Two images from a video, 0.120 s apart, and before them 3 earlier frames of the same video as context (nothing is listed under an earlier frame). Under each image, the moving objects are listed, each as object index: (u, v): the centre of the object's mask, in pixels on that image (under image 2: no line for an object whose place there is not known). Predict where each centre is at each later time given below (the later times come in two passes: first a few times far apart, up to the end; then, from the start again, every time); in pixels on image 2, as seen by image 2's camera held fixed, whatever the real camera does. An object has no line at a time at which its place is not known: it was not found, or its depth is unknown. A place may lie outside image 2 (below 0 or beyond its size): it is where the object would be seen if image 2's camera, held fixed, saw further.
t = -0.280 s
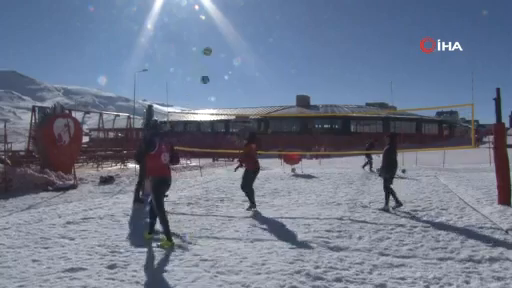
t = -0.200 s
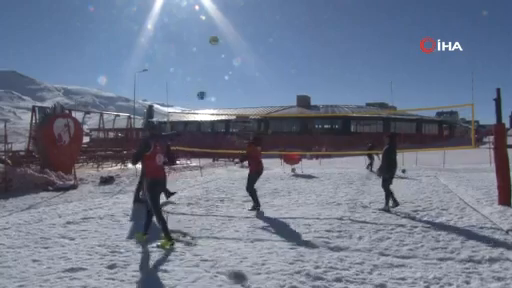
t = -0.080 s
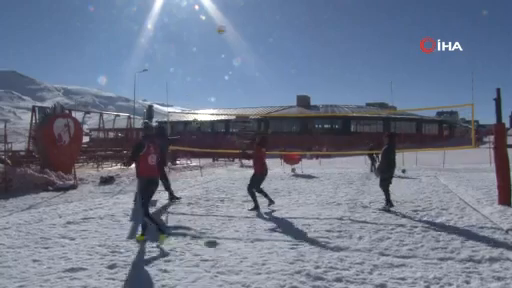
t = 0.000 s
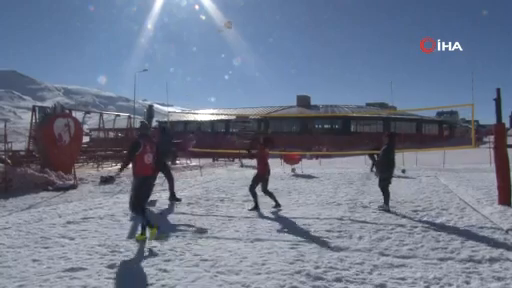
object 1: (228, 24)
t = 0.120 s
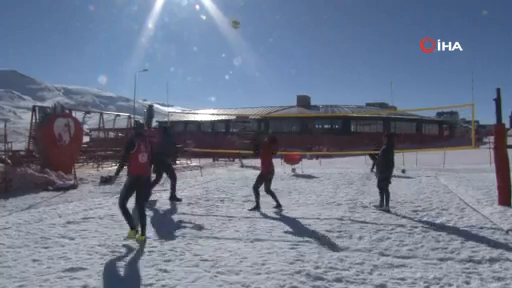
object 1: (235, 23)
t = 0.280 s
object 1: (243, 32)
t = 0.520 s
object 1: (254, 64)
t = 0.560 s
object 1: (255, 71)
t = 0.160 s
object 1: (237, 25)
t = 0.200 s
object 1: (239, 26)
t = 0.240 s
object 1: (241, 29)
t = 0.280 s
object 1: (243, 32)
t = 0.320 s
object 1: (245, 35)
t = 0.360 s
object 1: (247, 40)
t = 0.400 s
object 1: (249, 45)
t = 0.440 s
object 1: (251, 51)
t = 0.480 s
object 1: (252, 57)
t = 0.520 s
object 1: (254, 64)
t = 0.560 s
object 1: (255, 71)
